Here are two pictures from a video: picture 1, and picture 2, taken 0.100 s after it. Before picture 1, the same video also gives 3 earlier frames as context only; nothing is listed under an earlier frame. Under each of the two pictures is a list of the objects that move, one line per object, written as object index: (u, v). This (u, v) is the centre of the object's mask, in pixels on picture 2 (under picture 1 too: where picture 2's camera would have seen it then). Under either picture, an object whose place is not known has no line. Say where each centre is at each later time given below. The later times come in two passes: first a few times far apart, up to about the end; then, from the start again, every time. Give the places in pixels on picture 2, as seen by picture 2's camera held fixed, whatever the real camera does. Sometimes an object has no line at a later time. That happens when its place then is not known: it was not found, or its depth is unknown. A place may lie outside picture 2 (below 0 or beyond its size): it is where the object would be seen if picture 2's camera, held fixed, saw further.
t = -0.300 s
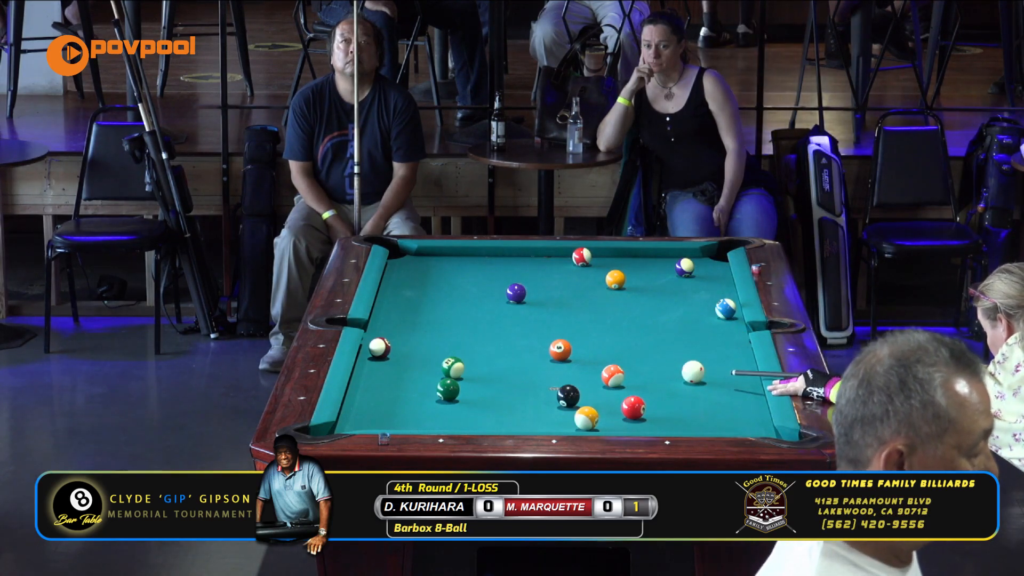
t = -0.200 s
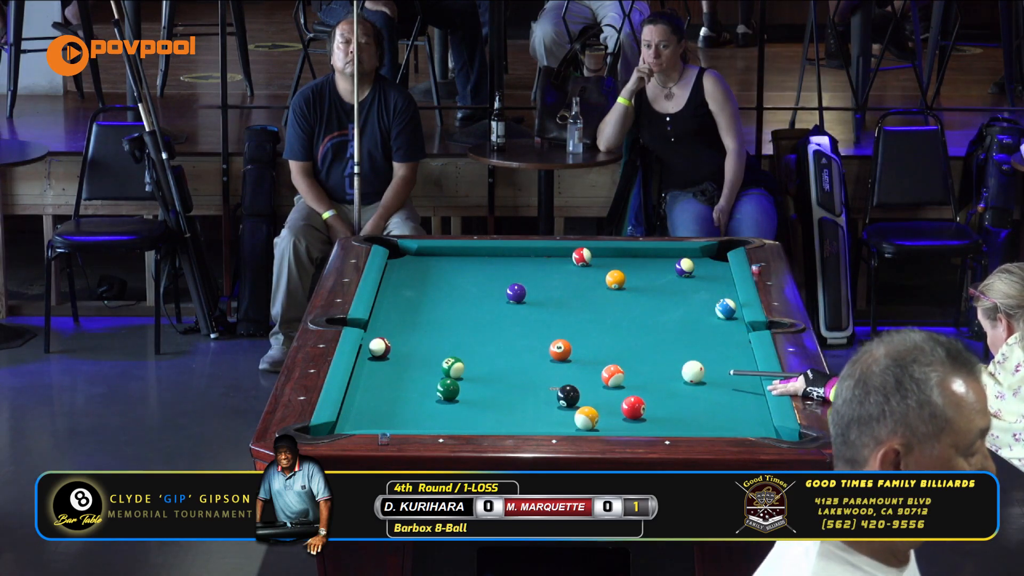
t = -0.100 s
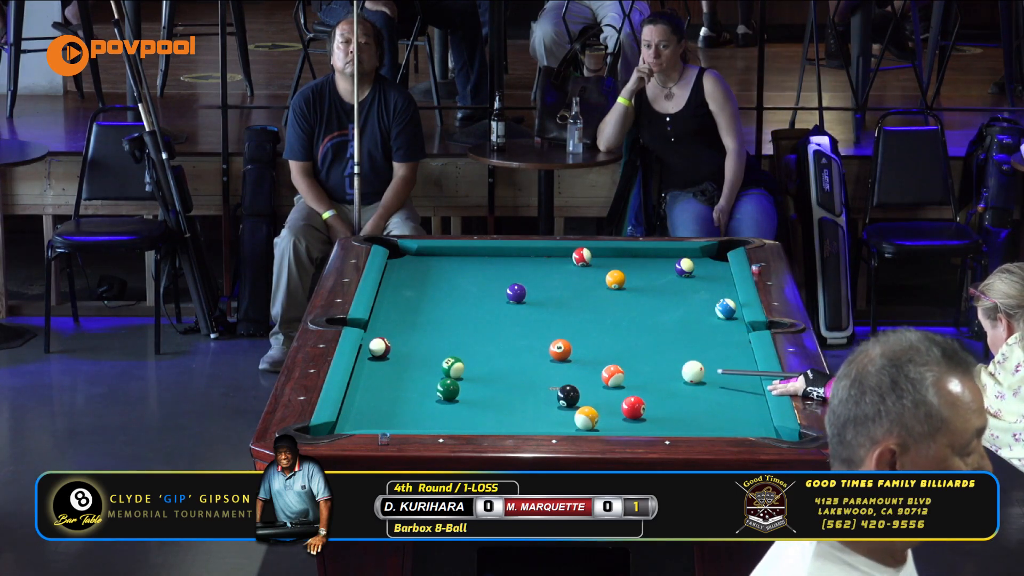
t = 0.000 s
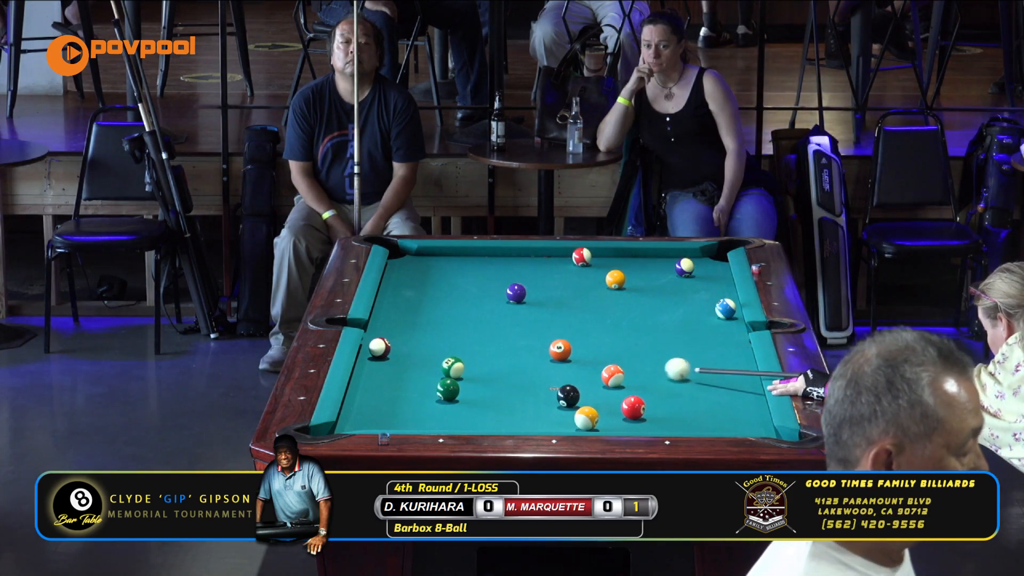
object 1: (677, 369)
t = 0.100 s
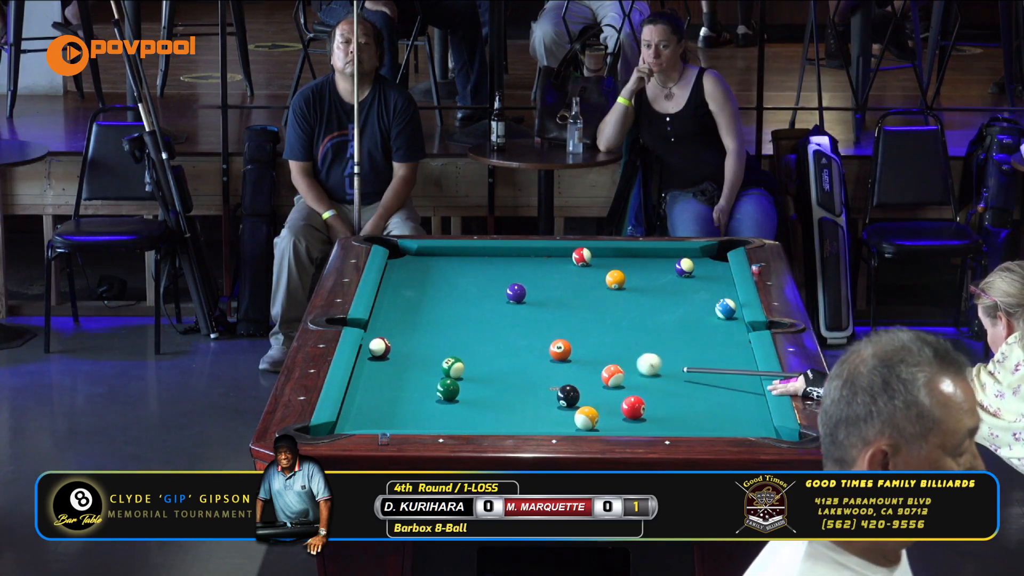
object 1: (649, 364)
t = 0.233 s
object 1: (613, 357)
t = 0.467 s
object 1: (578, 350)
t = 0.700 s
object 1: (570, 346)
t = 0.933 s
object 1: (561, 342)
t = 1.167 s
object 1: (554, 339)
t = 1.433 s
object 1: (546, 336)
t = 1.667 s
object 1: (541, 333)
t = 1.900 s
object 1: (536, 331)
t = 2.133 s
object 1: (532, 330)
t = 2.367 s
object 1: (528, 329)
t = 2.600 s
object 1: (526, 328)
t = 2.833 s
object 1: (525, 327)
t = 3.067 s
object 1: (524, 327)
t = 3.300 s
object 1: (524, 327)
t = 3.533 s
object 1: (524, 327)
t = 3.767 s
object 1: (524, 327)
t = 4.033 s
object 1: (524, 327)
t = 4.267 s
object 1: (524, 327)
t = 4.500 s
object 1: (524, 327)
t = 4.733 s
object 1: (524, 327)
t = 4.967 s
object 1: (524, 327)
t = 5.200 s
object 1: (524, 327)
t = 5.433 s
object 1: (524, 327)
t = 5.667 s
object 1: (524, 327)
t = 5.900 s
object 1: (524, 327)
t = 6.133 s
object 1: (524, 327)
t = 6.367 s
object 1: (524, 327)
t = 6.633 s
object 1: (524, 327)
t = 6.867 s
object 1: (524, 327)
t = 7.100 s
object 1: (524, 327)
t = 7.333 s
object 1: (524, 327)
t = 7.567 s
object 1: (524, 327)
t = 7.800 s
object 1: (524, 327)
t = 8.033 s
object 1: (524, 327)
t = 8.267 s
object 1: (524, 327)
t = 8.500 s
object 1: (524, 327)
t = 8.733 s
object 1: (524, 327)
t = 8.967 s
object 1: (524, 327)
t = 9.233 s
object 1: (524, 327)
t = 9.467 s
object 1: (524, 327)
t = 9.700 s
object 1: (524, 327)
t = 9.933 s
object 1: (524, 327)
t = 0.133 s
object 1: (640, 362)
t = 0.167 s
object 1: (631, 361)
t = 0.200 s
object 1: (623, 359)
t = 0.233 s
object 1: (613, 357)
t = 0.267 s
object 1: (604, 356)
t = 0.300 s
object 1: (596, 355)
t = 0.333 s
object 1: (587, 354)
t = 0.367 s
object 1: (581, 352)
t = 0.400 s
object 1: (581, 352)
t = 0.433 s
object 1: (580, 351)
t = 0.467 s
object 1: (578, 350)
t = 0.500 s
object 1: (577, 350)
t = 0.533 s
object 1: (575, 349)
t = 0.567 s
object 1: (574, 349)
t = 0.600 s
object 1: (573, 348)
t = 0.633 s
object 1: (572, 347)
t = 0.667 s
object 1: (571, 347)
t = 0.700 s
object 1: (570, 346)
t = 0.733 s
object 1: (569, 346)
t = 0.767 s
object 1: (567, 345)
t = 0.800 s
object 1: (566, 344)
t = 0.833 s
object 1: (565, 344)
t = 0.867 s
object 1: (564, 344)
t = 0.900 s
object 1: (563, 343)
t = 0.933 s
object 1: (561, 342)
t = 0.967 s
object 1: (560, 342)
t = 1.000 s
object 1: (559, 342)
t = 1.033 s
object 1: (558, 341)
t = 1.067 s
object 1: (557, 340)
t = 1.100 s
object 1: (556, 340)
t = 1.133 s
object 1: (555, 340)
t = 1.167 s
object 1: (554, 339)
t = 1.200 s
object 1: (553, 339)
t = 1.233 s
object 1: (552, 338)
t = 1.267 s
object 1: (551, 338)
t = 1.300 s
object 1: (550, 337)
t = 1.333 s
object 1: (549, 337)
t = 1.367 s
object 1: (548, 337)
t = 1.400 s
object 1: (547, 336)
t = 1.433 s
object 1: (546, 336)
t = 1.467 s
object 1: (546, 336)
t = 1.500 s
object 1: (545, 335)
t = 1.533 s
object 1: (544, 335)
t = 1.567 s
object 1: (543, 334)
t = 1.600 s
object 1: (542, 334)
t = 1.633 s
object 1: (542, 334)
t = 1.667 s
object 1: (541, 333)
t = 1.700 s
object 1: (540, 333)
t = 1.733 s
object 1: (539, 333)
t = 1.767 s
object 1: (539, 333)
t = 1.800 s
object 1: (538, 332)
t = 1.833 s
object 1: (537, 332)
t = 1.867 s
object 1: (537, 332)
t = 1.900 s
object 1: (536, 331)
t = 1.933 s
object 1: (535, 331)
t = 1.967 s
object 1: (535, 331)
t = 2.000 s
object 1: (534, 331)
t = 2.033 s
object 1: (533, 330)
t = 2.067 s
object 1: (533, 330)
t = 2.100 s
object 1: (532, 330)
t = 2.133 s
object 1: (532, 330)
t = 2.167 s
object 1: (531, 330)
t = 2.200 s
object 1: (531, 329)
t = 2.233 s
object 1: (530, 329)
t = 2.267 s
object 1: (530, 329)
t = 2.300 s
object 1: (529, 329)
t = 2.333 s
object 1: (529, 329)
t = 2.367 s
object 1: (528, 329)
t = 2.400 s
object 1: (528, 328)
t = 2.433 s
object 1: (528, 328)
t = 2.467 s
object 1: (527, 328)
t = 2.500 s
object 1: (527, 328)
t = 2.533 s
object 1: (527, 328)
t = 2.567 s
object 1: (526, 328)
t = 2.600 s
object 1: (526, 328)
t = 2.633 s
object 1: (526, 328)
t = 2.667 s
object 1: (525, 327)
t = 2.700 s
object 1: (525, 327)
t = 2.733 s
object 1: (525, 327)
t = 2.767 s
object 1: (525, 327)
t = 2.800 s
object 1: (525, 327)
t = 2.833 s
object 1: (525, 327)
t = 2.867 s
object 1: (524, 327)
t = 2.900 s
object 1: (524, 327)
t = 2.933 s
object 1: (524, 327)
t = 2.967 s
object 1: (524, 327)
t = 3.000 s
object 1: (524, 327)
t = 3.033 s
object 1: (524, 327)
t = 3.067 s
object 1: (524, 327)
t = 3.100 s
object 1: (524, 327)
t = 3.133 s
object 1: (524, 327)
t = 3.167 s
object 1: (524, 327)
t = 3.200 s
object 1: (524, 327)
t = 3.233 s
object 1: (524, 327)
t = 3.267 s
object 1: (524, 327)
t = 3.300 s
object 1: (524, 327)
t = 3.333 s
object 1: (524, 327)
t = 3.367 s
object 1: (524, 327)
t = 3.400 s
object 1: (524, 327)
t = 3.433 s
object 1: (524, 327)
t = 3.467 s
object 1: (524, 327)
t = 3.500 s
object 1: (524, 327)
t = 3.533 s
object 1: (524, 327)
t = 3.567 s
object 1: (524, 327)
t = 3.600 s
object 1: (524, 327)
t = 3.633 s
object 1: (524, 327)
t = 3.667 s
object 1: (524, 327)
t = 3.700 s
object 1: (524, 327)
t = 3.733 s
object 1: (524, 327)
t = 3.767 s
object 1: (524, 327)
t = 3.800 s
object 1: (524, 327)
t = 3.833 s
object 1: (524, 327)
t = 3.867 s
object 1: (524, 327)
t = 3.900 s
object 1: (524, 327)
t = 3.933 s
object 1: (524, 327)
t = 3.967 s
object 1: (524, 327)
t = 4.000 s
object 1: (524, 327)
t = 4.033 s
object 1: (524, 327)
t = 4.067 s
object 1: (524, 327)
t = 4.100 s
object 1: (524, 327)
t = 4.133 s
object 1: (524, 327)
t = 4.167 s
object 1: (524, 327)
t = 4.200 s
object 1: (524, 327)
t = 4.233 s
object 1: (524, 327)
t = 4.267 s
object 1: (524, 327)
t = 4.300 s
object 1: (524, 327)
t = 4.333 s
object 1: (524, 327)
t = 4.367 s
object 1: (524, 327)
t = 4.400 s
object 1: (524, 327)
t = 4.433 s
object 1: (524, 327)
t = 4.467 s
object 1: (524, 327)
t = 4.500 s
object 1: (524, 327)
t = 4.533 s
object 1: (524, 327)
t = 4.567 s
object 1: (524, 327)
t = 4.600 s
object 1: (524, 327)
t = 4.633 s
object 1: (524, 327)
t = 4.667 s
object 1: (524, 327)
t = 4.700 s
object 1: (524, 327)
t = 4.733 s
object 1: (524, 327)
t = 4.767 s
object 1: (524, 327)
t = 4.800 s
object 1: (524, 327)
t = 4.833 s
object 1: (524, 327)
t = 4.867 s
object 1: (524, 327)
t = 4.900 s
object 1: (524, 327)
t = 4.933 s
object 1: (524, 327)
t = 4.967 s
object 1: (524, 327)
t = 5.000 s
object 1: (524, 327)
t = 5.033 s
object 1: (524, 327)
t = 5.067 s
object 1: (524, 327)
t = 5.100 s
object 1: (524, 327)
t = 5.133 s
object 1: (524, 327)
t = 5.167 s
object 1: (524, 327)
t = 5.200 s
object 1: (524, 327)
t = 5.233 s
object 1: (524, 327)
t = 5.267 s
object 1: (524, 327)
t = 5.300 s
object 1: (524, 327)
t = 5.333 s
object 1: (524, 327)
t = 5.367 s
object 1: (524, 327)
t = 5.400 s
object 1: (524, 327)
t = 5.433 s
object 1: (524, 327)
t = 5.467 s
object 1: (524, 327)
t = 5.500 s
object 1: (524, 327)
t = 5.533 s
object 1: (524, 327)
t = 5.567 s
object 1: (524, 327)
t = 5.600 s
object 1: (524, 327)
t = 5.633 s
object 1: (524, 327)
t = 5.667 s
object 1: (524, 327)
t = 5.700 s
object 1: (524, 327)
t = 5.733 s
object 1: (524, 327)
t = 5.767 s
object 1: (524, 327)
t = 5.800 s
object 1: (524, 327)
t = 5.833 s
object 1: (524, 327)
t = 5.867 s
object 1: (524, 327)
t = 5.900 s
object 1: (524, 327)
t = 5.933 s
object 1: (524, 327)
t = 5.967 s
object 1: (524, 327)
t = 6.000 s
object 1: (524, 327)
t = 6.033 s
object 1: (524, 327)
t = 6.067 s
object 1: (524, 327)
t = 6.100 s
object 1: (524, 327)
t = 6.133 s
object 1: (524, 327)
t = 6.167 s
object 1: (524, 327)
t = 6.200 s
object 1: (524, 327)
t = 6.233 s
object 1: (524, 327)
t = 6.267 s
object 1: (524, 327)
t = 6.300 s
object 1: (524, 327)
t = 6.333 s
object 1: (524, 327)
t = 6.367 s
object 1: (524, 327)
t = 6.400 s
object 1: (524, 327)
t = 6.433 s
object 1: (524, 327)
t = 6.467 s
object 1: (524, 327)
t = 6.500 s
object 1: (524, 327)
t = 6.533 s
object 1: (524, 327)
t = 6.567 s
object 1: (524, 327)
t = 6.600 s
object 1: (524, 327)
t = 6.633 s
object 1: (524, 327)
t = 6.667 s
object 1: (524, 327)
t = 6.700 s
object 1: (524, 327)
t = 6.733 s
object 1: (524, 327)
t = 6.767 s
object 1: (524, 327)
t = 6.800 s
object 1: (524, 327)
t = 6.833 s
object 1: (524, 327)
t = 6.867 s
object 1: (524, 327)
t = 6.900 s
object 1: (524, 327)
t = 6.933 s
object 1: (524, 327)
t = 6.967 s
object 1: (524, 327)
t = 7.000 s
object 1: (524, 327)
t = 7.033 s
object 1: (524, 327)
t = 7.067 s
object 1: (524, 327)
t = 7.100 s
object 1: (524, 327)
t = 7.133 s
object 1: (524, 327)
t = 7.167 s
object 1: (524, 327)
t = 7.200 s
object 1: (524, 327)
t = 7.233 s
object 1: (524, 327)
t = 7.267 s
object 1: (524, 327)
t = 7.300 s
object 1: (524, 327)
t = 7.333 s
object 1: (524, 327)
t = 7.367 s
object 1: (524, 327)
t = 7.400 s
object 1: (524, 327)
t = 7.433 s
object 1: (524, 327)
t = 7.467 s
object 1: (524, 327)
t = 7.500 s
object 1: (524, 327)
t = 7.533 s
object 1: (524, 327)
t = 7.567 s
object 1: (524, 327)
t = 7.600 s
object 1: (524, 327)
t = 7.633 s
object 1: (524, 327)
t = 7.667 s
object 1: (524, 327)
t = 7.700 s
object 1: (524, 327)
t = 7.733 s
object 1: (524, 327)
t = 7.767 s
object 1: (524, 327)
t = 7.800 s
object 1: (524, 327)
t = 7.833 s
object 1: (524, 327)
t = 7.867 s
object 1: (524, 327)
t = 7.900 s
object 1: (524, 327)
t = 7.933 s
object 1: (524, 327)
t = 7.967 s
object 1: (524, 327)
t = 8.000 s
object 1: (524, 327)
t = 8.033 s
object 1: (524, 327)
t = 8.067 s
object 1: (524, 327)
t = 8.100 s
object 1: (524, 327)
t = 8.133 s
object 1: (524, 327)
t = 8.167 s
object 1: (524, 327)
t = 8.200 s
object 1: (524, 327)
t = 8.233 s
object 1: (524, 327)
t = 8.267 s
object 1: (524, 327)
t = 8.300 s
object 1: (524, 327)
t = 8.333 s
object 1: (524, 327)
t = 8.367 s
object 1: (524, 327)
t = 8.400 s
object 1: (524, 327)
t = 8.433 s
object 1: (524, 327)
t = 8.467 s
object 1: (524, 327)
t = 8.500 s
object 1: (524, 327)
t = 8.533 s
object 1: (524, 327)
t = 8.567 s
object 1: (524, 327)
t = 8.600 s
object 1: (524, 327)
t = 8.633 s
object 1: (524, 327)
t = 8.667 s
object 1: (524, 327)
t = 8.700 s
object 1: (524, 327)
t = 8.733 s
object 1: (524, 327)
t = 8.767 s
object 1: (524, 327)
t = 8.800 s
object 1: (524, 327)
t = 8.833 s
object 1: (524, 327)
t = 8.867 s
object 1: (524, 327)
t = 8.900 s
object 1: (524, 327)
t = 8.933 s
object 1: (524, 327)
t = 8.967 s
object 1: (524, 327)
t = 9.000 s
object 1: (524, 327)
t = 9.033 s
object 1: (524, 327)
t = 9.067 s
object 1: (524, 327)
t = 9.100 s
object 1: (524, 327)
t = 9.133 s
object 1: (524, 327)
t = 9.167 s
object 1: (524, 327)
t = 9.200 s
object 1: (524, 327)
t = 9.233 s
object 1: (524, 327)
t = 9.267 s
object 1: (524, 327)
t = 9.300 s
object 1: (524, 327)
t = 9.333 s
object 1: (524, 327)
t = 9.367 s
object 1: (524, 327)
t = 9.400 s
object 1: (524, 327)
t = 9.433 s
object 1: (524, 327)
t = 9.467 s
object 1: (524, 327)
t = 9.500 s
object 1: (524, 327)
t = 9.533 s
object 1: (524, 327)
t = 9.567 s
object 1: (524, 327)
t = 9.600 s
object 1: (524, 327)
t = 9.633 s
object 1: (524, 327)
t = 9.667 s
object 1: (524, 327)
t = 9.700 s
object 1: (524, 327)
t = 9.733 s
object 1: (524, 327)
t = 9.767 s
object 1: (524, 327)
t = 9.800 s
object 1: (524, 327)
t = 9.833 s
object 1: (524, 327)
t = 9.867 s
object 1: (524, 327)
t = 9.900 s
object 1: (524, 327)
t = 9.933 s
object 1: (524, 327)
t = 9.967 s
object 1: (524, 327)
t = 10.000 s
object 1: (524, 327)
